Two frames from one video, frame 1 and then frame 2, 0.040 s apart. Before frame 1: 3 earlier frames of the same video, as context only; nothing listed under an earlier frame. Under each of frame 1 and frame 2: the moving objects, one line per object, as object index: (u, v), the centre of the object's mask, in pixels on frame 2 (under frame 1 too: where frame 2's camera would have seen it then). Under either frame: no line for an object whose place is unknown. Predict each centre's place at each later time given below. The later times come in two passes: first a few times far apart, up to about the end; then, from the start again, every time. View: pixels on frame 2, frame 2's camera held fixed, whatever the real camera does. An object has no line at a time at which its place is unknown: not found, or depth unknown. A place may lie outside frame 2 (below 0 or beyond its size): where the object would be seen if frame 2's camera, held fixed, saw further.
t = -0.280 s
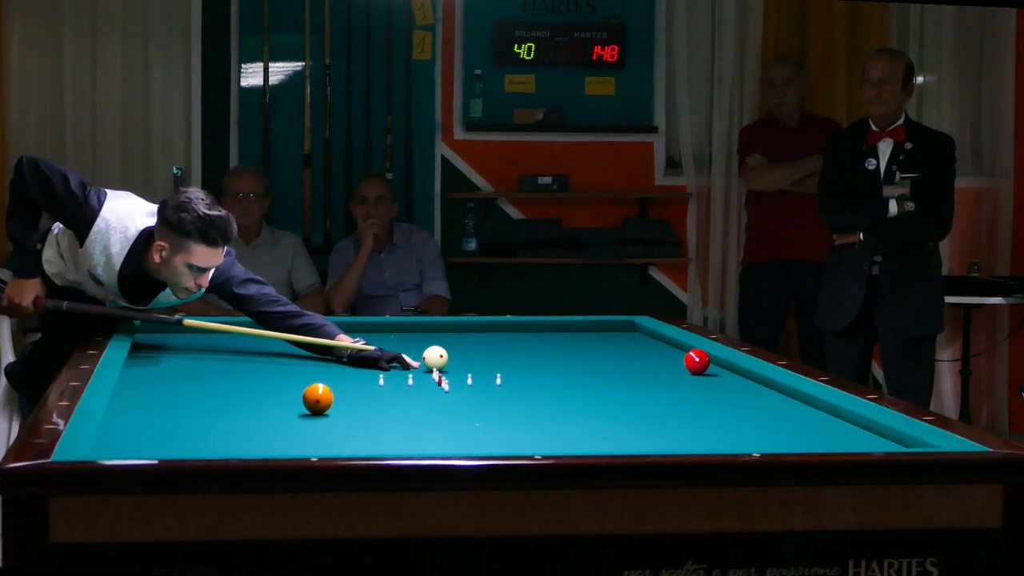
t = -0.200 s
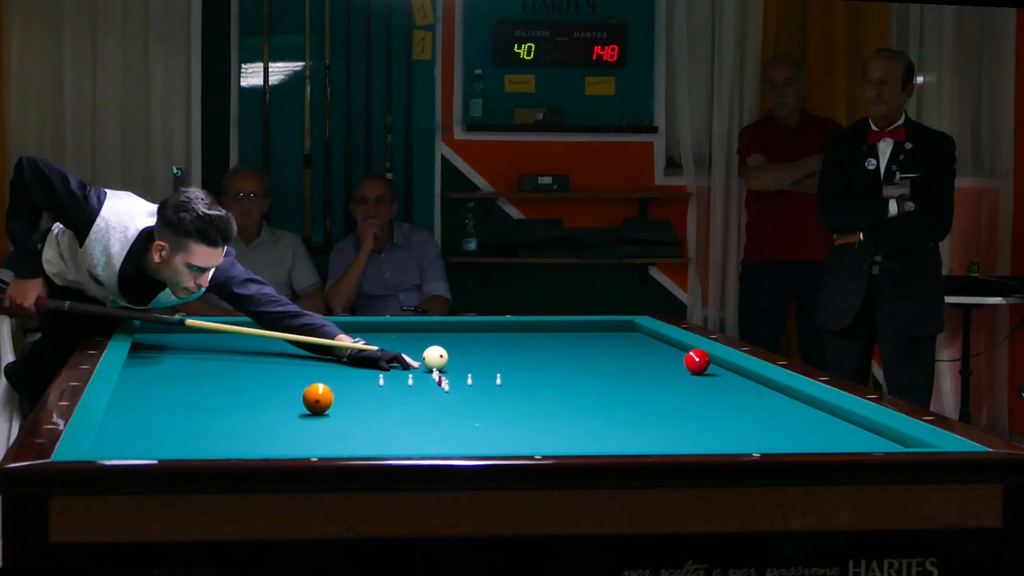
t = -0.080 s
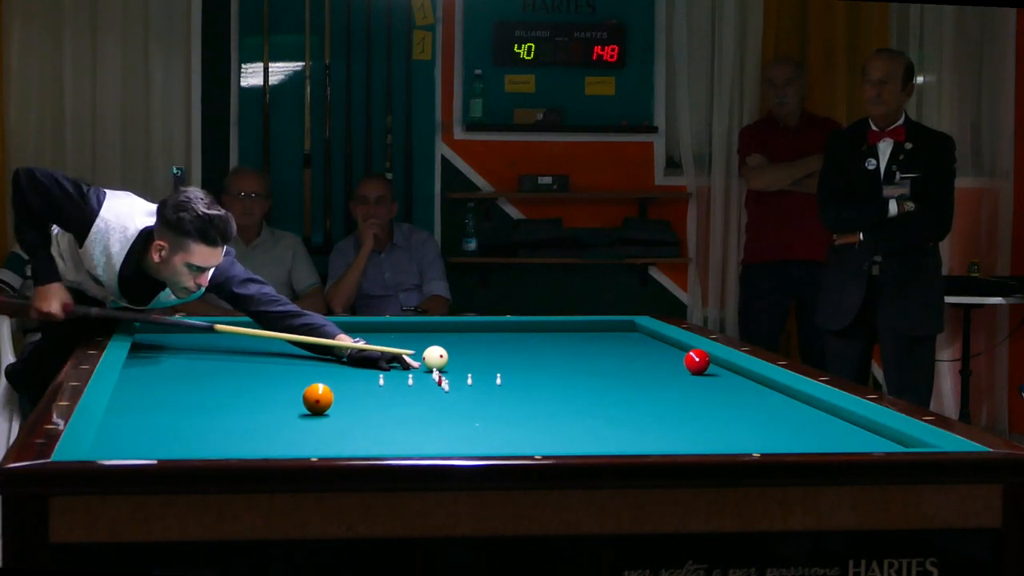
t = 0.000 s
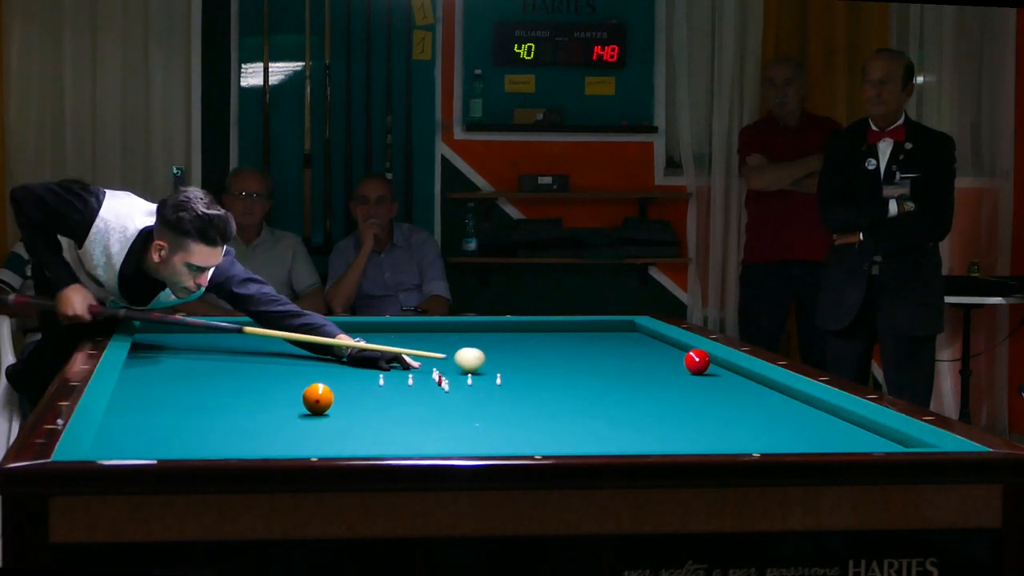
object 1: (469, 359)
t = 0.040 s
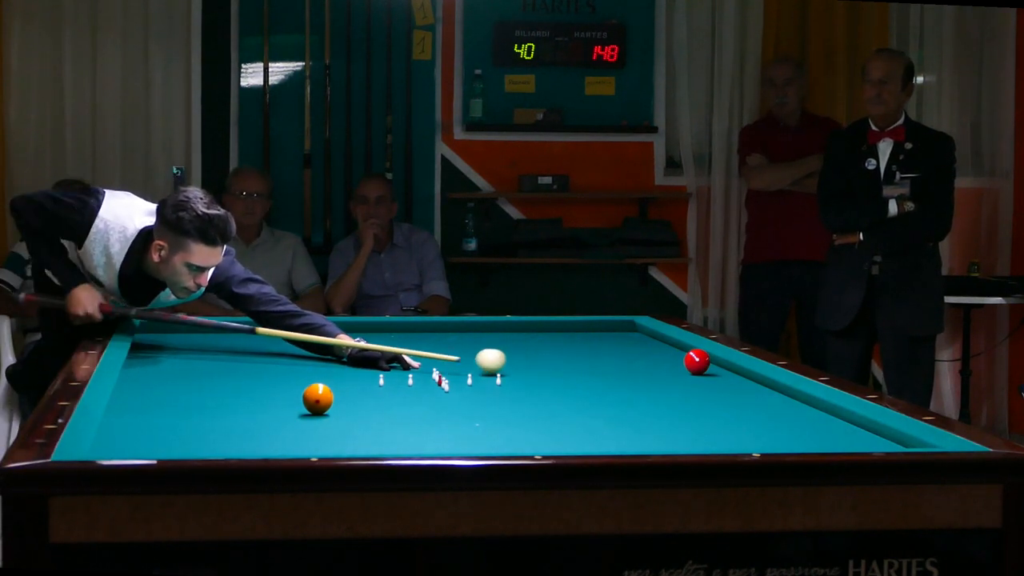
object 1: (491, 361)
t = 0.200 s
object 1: (570, 365)
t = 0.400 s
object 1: (672, 371)
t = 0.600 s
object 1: (740, 378)
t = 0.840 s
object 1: (687, 388)
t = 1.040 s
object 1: (647, 396)
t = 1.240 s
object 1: (605, 405)
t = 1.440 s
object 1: (561, 415)
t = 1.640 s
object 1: (513, 425)
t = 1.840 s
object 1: (463, 435)
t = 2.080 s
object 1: (397, 443)
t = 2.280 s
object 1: (335, 447)
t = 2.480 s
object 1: (266, 444)
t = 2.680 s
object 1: (200, 442)
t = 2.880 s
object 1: (138, 438)
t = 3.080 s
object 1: (136, 433)
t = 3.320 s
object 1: (178, 426)
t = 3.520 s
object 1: (210, 420)
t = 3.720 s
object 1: (240, 415)
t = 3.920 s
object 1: (269, 410)
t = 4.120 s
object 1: (295, 405)
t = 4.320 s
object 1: (320, 402)
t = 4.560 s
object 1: (348, 401)
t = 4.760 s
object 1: (370, 400)
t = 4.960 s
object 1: (391, 400)
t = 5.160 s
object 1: (411, 399)
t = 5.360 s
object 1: (430, 398)
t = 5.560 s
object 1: (448, 397)
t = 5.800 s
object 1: (467, 396)
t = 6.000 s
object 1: (483, 396)
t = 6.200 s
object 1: (498, 395)
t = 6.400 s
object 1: (512, 395)
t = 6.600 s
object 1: (525, 395)
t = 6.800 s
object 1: (537, 394)
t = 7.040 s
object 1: (550, 393)
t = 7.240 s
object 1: (561, 392)
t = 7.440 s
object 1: (570, 392)
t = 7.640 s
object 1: (579, 392)
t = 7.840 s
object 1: (587, 391)
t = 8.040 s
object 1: (594, 391)
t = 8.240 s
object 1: (600, 391)
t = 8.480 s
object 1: (607, 391)
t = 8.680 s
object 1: (611, 390)
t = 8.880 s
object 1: (615, 390)
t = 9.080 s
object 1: (618, 390)
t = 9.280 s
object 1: (620, 390)
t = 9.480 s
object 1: (621, 390)
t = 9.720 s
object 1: (622, 390)
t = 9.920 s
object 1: (621, 390)
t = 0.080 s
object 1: (511, 362)
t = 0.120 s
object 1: (530, 363)
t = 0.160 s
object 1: (550, 364)
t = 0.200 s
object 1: (570, 365)
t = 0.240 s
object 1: (590, 366)
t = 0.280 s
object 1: (611, 368)
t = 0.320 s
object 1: (631, 369)
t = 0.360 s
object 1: (651, 370)
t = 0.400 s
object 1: (672, 371)
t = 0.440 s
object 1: (693, 373)
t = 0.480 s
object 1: (714, 374)
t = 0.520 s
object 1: (735, 375)
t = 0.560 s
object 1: (752, 377)
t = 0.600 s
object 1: (740, 378)
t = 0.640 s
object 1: (729, 380)
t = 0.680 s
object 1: (719, 382)
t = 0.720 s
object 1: (710, 383)
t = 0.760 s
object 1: (702, 385)
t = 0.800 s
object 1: (694, 386)
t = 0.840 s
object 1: (687, 388)
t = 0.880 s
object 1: (679, 390)
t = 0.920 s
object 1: (671, 391)
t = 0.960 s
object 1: (663, 393)
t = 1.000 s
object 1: (655, 395)
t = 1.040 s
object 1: (647, 396)
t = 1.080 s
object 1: (639, 398)
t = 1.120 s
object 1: (631, 400)
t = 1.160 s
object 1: (622, 401)
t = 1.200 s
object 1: (614, 403)
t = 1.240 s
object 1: (605, 405)
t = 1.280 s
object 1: (597, 407)
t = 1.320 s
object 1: (588, 409)
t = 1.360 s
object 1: (579, 411)
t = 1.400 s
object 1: (570, 413)
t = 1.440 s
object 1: (561, 415)
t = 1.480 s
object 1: (551, 417)
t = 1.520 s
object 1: (542, 419)
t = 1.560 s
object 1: (533, 421)
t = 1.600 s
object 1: (523, 423)
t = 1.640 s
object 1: (513, 425)
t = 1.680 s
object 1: (503, 427)
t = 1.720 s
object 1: (494, 429)
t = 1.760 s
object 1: (484, 431)
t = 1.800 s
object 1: (473, 433)
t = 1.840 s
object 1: (463, 435)
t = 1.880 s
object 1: (452, 437)
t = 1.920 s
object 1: (441, 438)
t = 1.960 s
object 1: (431, 440)
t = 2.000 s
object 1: (419, 441)
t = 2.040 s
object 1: (409, 442)
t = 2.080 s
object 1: (397, 443)
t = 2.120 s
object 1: (386, 445)
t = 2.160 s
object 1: (375, 446)
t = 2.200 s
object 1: (363, 447)
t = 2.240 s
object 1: (350, 448)
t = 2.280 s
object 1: (335, 447)
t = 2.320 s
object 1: (321, 447)
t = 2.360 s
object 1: (307, 446)
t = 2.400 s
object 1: (293, 446)
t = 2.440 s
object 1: (279, 445)
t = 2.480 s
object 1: (266, 444)
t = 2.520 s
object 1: (253, 444)
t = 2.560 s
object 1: (239, 443)
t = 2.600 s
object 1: (226, 443)
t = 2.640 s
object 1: (213, 442)
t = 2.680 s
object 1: (200, 442)
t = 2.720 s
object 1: (187, 441)
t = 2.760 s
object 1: (175, 440)
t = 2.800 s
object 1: (162, 440)
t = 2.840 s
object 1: (150, 439)
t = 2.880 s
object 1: (138, 438)
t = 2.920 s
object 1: (125, 438)
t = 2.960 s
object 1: (114, 437)
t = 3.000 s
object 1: (120, 436)
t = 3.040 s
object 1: (129, 434)
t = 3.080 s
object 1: (136, 433)
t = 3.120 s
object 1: (143, 432)
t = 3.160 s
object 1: (150, 431)
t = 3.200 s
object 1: (157, 429)
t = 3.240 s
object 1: (164, 428)
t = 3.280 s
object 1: (171, 427)
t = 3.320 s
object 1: (178, 426)
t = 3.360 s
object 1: (184, 425)
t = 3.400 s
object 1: (191, 424)
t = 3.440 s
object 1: (197, 422)
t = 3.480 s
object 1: (203, 421)
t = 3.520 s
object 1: (210, 420)
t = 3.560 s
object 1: (216, 419)
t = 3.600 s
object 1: (222, 418)
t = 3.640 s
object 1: (228, 417)
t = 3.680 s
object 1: (234, 416)
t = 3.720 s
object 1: (240, 415)
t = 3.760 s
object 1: (246, 414)
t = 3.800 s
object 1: (252, 413)
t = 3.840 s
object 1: (257, 412)
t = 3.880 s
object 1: (263, 411)
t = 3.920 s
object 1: (269, 410)
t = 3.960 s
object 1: (274, 409)
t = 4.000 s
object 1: (279, 408)
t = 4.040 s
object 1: (285, 407)
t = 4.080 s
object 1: (290, 406)
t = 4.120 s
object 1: (295, 405)
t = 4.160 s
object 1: (301, 404)
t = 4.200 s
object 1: (306, 404)
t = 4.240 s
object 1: (310, 403)
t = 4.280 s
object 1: (316, 402)
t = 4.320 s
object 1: (320, 402)
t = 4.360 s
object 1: (325, 402)
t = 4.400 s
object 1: (330, 401)
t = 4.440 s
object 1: (334, 401)
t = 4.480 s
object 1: (339, 401)
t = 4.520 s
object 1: (344, 401)
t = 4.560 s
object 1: (348, 401)
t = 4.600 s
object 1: (352, 401)
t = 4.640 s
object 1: (357, 400)
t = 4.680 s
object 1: (361, 400)
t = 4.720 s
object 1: (365, 400)
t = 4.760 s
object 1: (370, 400)
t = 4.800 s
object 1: (374, 400)
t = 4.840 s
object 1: (378, 400)
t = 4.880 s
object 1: (382, 399)
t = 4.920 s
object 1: (387, 399)
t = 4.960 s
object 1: (391, 400)
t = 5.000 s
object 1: (395, 399)
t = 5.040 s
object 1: (399, 399)
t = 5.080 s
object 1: (403, 399)
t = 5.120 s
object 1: (406, 399)
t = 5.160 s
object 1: (411, 399)
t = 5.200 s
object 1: (414, 398)
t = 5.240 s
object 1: (418, 398)
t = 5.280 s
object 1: (422, 398)
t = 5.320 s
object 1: (426, 398)
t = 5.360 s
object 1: (430, 398)
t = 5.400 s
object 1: (433, 398)
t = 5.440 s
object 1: (437, 398)
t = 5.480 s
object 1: (441, 398)
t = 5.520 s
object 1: (444, 397)
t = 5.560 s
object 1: (448, 397)
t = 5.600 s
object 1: (451, 397)
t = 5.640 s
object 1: (454, 397)
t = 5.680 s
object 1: (458, 397)
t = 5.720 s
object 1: (461, 397)
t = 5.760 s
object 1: (464, 397)
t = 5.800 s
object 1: (467, 396)
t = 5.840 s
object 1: (471, 396)
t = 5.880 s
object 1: (474, 396)
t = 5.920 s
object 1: (477, 396)
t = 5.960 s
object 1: (480, 396)
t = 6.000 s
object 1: (483, 396)
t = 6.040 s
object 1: (486, 395)
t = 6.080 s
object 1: (489, 396)
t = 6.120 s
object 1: (492, 396)
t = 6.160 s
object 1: (495, 396)
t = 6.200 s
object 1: (498, 395)
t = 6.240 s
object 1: (501, 395)
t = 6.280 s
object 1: (504, 395)
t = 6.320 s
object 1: (506, 395)
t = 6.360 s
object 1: (509, 395)
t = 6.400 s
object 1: (512, 395)
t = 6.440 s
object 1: (515, 395)
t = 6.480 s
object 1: (518, 395)
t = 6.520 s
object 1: (520, 394)
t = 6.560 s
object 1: (523, 395)
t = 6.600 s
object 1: (525, 395)
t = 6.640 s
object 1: (528, 394)
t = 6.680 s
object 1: (530, 394)
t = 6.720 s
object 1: (532, 394)
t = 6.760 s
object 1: (535, 394)
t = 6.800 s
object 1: (537, 394)
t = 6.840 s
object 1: (539, 393)
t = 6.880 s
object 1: (542, 393)
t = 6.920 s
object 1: (544, 393)
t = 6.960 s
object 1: (546, 393)
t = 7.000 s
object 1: (549, 393)
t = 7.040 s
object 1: (550, 393)
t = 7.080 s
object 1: (553, 393)
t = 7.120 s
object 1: (555, 392)
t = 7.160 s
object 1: (557, 392)
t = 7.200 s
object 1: (559, 392)
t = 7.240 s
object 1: (561, 392)
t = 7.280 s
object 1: (563, 392)
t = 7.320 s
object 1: (565, 392)
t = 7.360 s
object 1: (567, 392)
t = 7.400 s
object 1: (569, 391)
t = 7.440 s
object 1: (570, 392)
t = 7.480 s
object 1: (572, 392)
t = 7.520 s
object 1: (574, 392)
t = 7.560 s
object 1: (576, 392)
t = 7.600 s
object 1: (577, 391)
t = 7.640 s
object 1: (579, 392)
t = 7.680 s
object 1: (581, 392)
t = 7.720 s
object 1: (582, 392)
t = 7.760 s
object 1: (584, 392)
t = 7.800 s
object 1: (586, 391)
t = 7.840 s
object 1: (587, 391)
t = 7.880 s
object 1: (588, 391)
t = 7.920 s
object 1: (590, 391)
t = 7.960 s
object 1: (591, 391)
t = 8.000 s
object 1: (593, 391)
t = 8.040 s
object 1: (594, 391)
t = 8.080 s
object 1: (595, 391)
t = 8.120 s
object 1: (597, 391)
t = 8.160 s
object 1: (598, 391)
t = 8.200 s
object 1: (599, 391)
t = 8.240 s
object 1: (600, 391)
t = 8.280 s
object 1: (602, 391)
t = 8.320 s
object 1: (603, 391)
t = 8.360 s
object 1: (604, 391)
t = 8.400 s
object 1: (605, 391)
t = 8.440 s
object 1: (606, 391)
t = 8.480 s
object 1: (607, 391)
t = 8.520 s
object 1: (608, 391)
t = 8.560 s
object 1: (609, 391)
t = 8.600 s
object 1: (610, 391)
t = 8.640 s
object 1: (610, 391)
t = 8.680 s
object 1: (611, 390)
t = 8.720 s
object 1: (612, 390)
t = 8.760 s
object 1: (613, 390)
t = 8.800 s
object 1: (613, 390)
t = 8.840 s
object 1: (614, 390)
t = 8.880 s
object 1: (615, 390)
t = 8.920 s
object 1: (616, 390)
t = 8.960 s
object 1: (616, 390)
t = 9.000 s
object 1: (617, 390)
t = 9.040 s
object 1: (617, 390)
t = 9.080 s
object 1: (618, 390)
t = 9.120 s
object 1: (618, 390)
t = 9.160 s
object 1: (619, 390)
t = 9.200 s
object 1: (619, 390)
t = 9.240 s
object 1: (620, 390)
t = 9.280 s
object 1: (620, 390)
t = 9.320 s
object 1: (620, 390)
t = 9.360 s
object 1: (621, 390)
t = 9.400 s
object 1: (621, 390)
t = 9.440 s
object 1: (621, 390)
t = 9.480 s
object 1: (621, 390)
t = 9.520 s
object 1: (621, 390)
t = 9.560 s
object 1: (622, 390)
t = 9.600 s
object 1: (622, 390)
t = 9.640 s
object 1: (622, 390)
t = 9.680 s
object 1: (622, 390)
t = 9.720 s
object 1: (622, 390)
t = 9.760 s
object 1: (622, 390)
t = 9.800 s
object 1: (622, 390)
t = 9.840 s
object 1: (622, 390)
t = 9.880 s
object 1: (621, 390)
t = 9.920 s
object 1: (621, 390)
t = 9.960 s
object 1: (622, 390)
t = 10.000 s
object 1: (621, 390)
